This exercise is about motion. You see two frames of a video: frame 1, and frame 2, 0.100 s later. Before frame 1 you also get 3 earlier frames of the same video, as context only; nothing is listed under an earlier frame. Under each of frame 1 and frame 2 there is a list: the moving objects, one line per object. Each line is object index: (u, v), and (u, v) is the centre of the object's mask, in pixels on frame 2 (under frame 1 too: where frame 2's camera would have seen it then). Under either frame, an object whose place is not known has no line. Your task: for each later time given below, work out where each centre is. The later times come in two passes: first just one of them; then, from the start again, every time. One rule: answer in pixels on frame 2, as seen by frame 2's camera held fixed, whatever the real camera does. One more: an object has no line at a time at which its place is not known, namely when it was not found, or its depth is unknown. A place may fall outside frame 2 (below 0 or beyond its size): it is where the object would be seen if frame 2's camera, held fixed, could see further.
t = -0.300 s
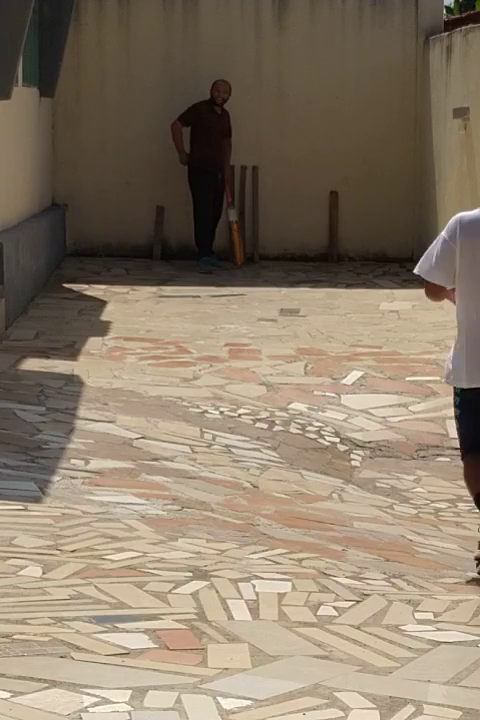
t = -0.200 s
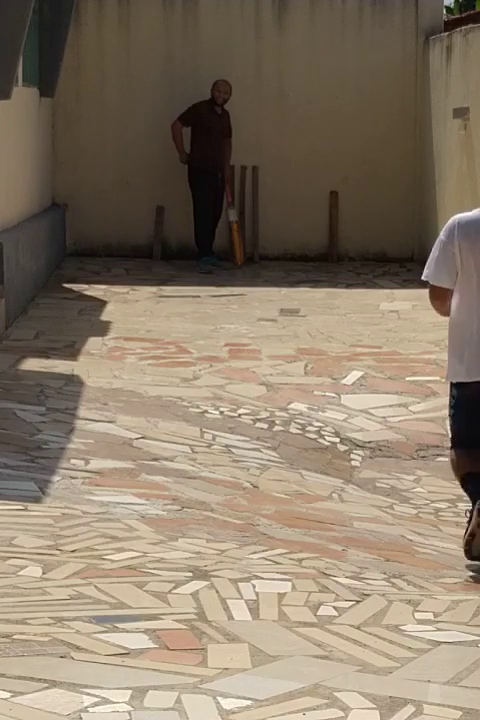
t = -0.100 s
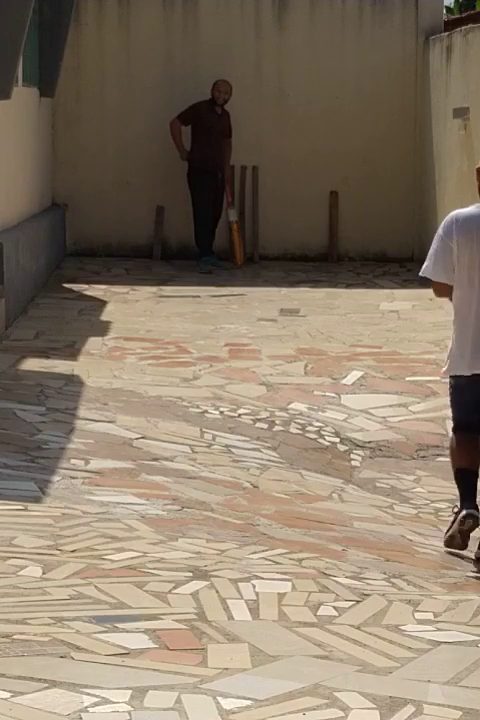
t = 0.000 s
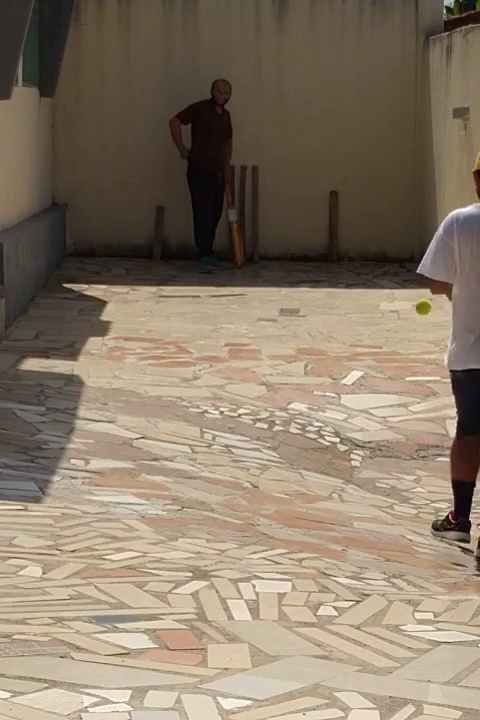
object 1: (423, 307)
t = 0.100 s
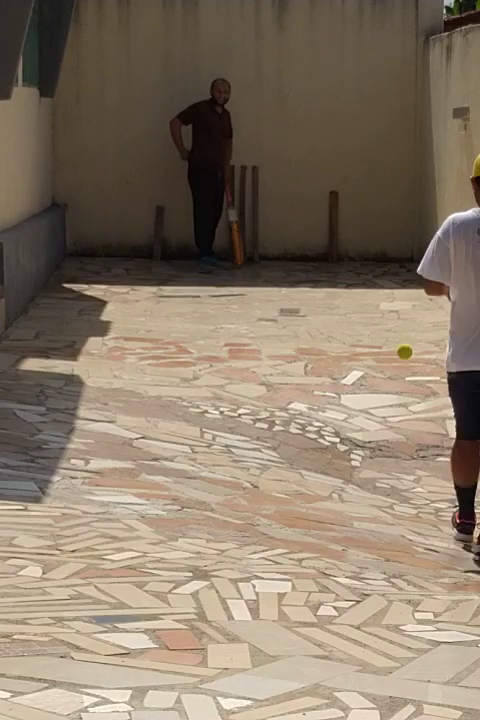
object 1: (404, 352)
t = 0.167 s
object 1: (392, 392)
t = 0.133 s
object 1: (398, 371)
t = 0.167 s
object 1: (392, 392)
